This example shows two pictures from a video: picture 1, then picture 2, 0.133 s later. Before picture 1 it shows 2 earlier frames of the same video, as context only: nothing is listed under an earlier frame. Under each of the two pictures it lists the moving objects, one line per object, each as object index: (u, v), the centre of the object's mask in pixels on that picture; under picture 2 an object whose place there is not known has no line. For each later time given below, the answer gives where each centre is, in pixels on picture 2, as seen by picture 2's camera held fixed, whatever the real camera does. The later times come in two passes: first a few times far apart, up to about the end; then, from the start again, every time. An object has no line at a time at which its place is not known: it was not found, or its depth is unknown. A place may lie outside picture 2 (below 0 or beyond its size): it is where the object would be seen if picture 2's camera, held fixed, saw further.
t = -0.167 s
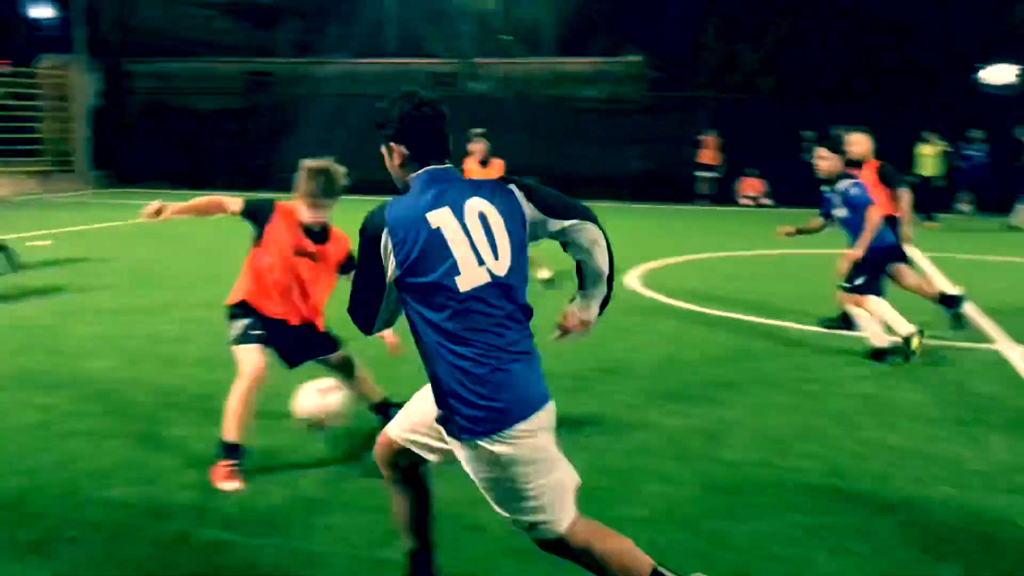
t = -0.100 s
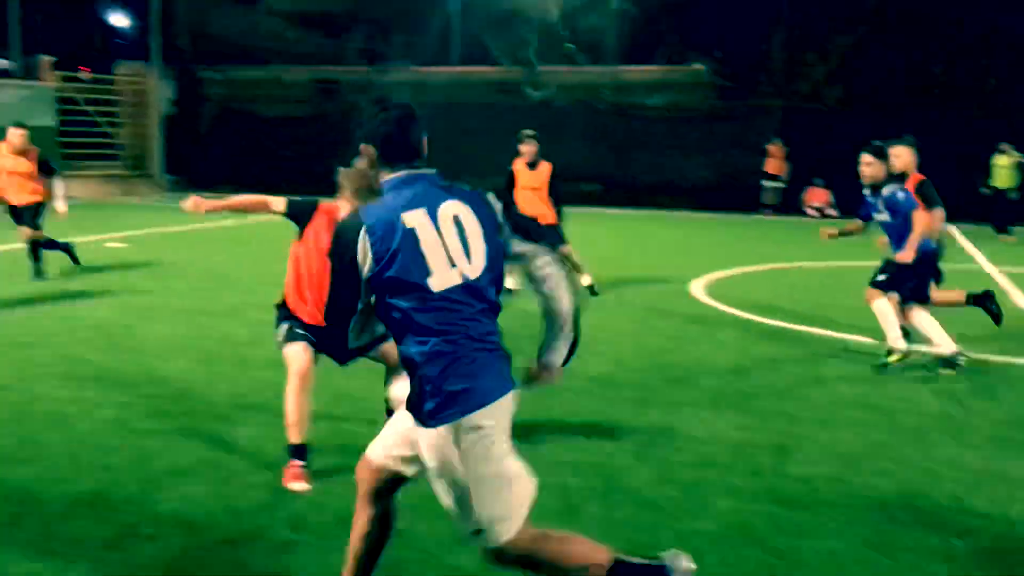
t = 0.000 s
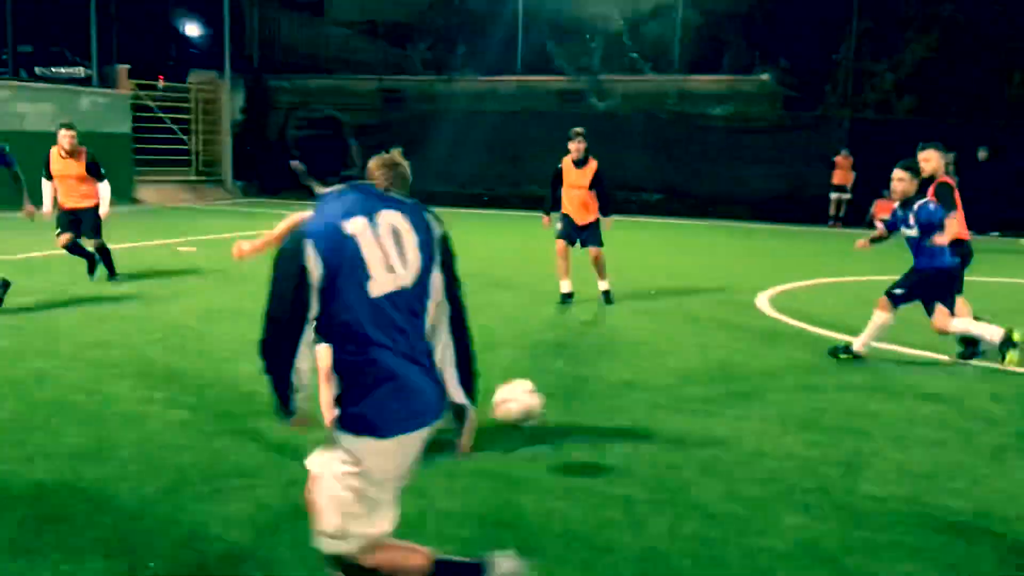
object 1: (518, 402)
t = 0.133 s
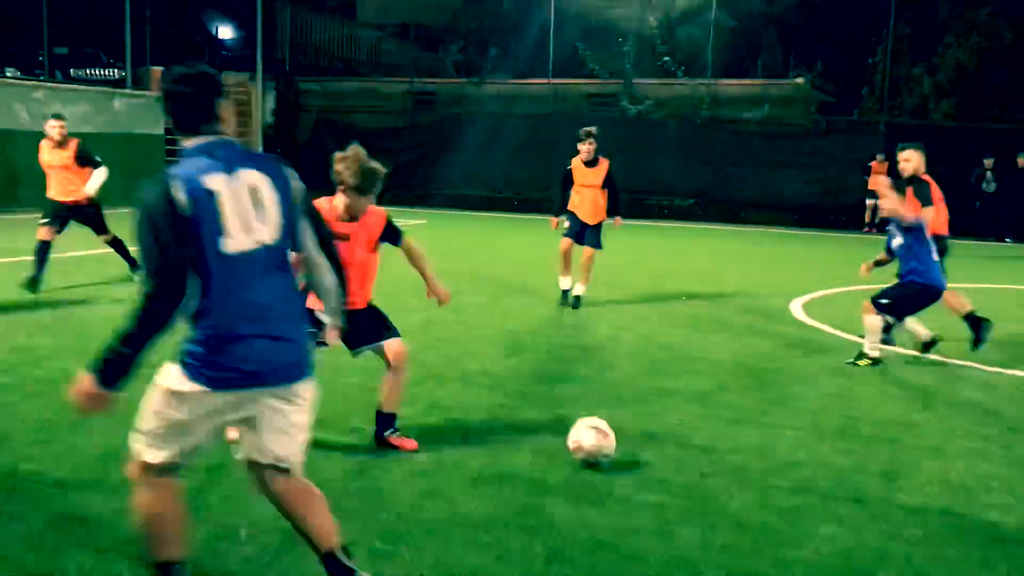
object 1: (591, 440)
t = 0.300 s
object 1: (638, 413)
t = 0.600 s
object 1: (713, 404)
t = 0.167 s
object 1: (602, 439)
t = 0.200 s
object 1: (610, 429)
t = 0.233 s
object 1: (620, 420)
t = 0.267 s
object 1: (629, 415)
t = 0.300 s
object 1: (638, 413)
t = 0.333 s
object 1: (648, 408)
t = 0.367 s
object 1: (657, 412)
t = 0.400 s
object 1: (664, 414)
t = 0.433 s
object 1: (673, 420)
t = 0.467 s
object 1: (680, 417)
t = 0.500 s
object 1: (689, 410)
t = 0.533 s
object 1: (697, 406)
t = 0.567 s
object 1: (706, 404)
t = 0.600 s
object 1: (713, 404)
